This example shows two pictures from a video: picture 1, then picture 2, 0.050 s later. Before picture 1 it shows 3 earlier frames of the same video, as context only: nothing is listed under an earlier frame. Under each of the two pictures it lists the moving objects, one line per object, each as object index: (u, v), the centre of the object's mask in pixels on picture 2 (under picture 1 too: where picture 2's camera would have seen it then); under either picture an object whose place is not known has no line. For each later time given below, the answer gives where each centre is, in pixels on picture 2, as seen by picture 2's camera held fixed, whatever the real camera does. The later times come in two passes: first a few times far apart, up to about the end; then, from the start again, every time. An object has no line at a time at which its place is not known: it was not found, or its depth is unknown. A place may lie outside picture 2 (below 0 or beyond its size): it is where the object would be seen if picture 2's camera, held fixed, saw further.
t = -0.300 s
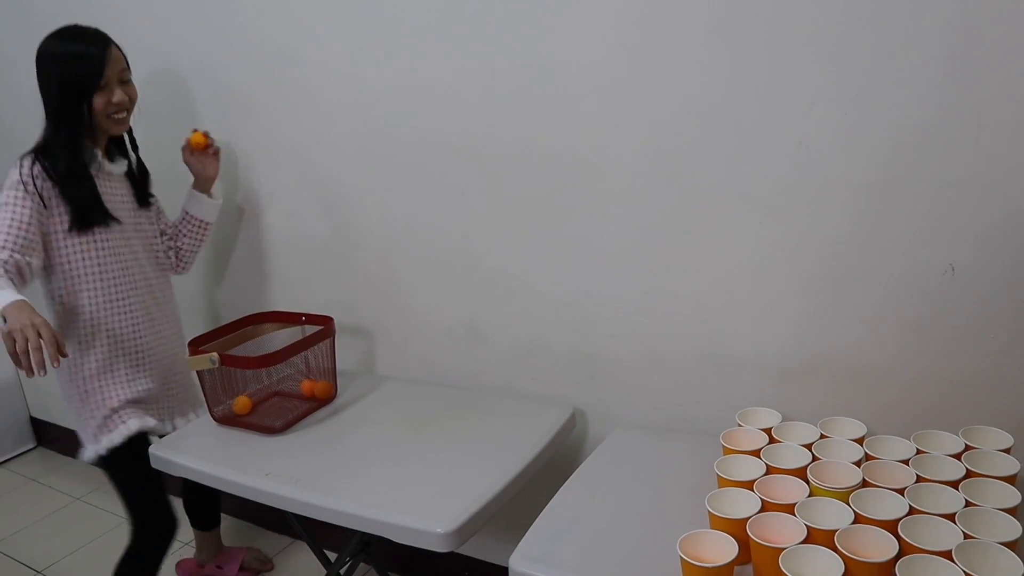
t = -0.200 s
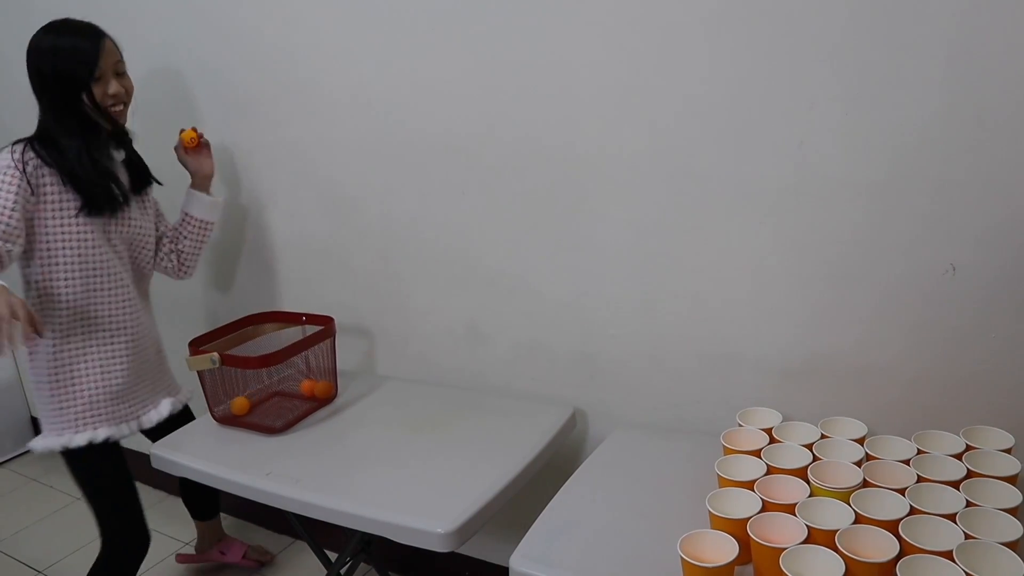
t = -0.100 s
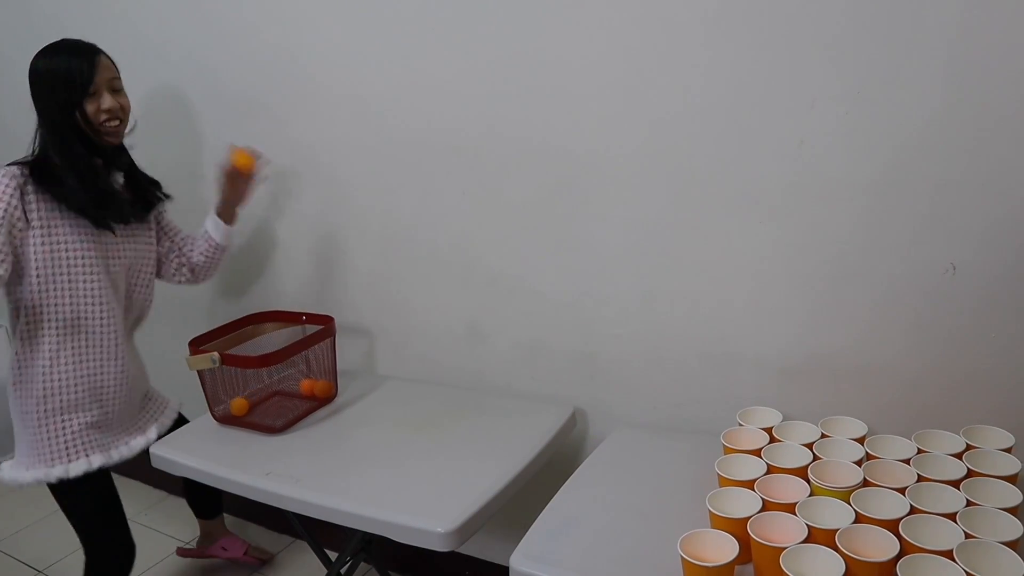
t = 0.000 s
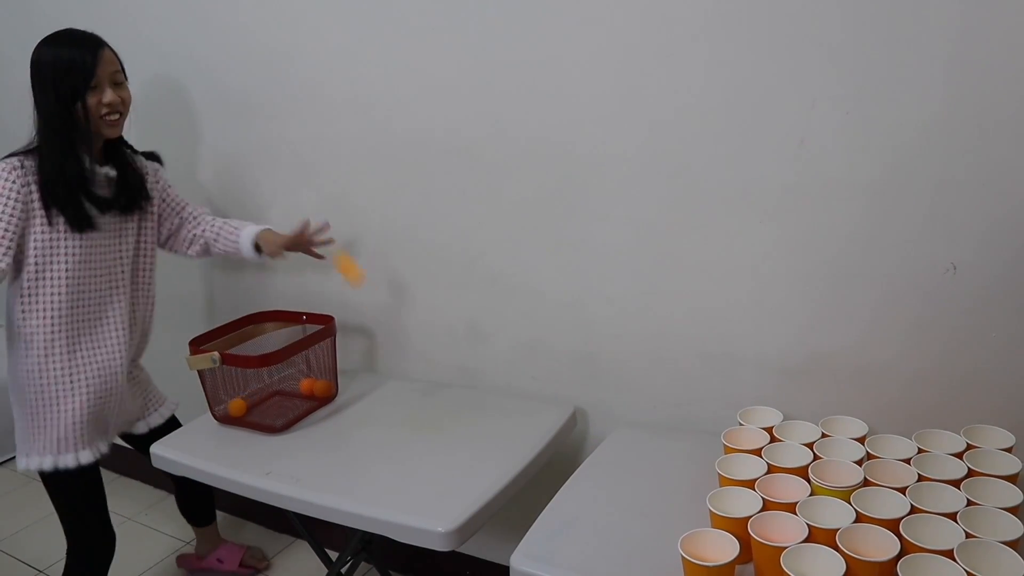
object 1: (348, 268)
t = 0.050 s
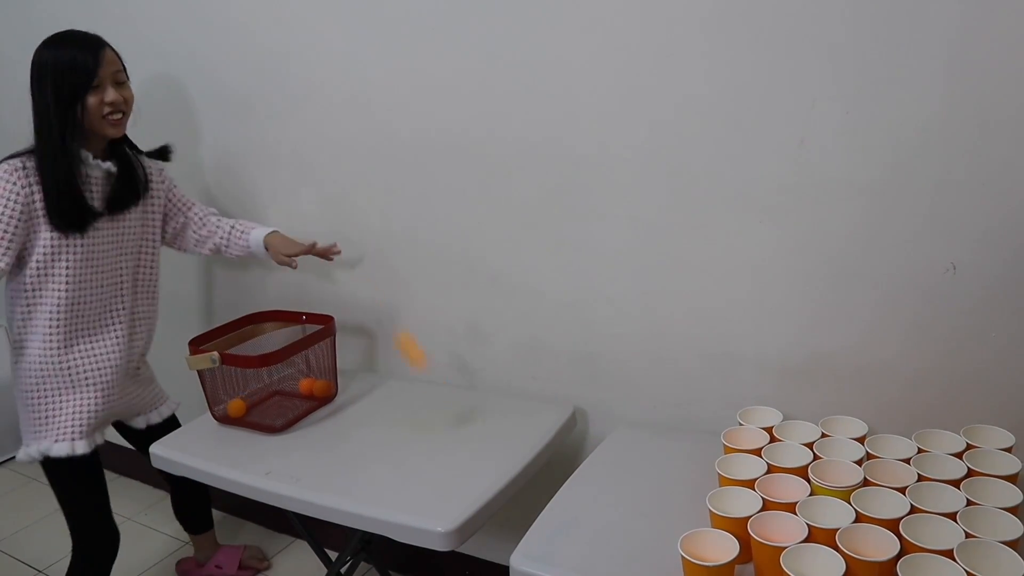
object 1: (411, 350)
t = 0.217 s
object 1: (548, 343)
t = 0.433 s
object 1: (746, 358)
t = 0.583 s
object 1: (884, 547)
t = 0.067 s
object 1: (433, 381)
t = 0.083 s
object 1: (456, 414)
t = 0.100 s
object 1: (477, 441)
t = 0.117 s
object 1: (485, 425)
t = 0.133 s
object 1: (493, 410)
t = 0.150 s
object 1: (504, 394)
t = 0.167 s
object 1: (514, 380)
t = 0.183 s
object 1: (524, 367)
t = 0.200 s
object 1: (535, 354)
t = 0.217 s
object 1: (548, 343)
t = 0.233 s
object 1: (560, 335)
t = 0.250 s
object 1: (573, 326)
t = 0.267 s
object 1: (586, 319)
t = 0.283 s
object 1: (599, 314)
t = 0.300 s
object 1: (614, 311)
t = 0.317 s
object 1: (629, 310)
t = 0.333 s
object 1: (644, 310)
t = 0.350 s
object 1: (660, 313)
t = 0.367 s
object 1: (677, 317)
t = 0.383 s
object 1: (694, 324)
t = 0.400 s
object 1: (711, 333)
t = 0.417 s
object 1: (728, 345)
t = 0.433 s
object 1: (746, 358)
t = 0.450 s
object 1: (765, 374)
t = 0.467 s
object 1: (783, 392)
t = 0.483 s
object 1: (800, 411)
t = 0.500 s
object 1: (821, 436)
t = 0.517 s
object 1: (839, 462)
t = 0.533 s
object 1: (856, 490)
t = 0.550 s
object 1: (876, 521)
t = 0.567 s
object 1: (886, 543)
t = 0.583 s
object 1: (884, 547)
